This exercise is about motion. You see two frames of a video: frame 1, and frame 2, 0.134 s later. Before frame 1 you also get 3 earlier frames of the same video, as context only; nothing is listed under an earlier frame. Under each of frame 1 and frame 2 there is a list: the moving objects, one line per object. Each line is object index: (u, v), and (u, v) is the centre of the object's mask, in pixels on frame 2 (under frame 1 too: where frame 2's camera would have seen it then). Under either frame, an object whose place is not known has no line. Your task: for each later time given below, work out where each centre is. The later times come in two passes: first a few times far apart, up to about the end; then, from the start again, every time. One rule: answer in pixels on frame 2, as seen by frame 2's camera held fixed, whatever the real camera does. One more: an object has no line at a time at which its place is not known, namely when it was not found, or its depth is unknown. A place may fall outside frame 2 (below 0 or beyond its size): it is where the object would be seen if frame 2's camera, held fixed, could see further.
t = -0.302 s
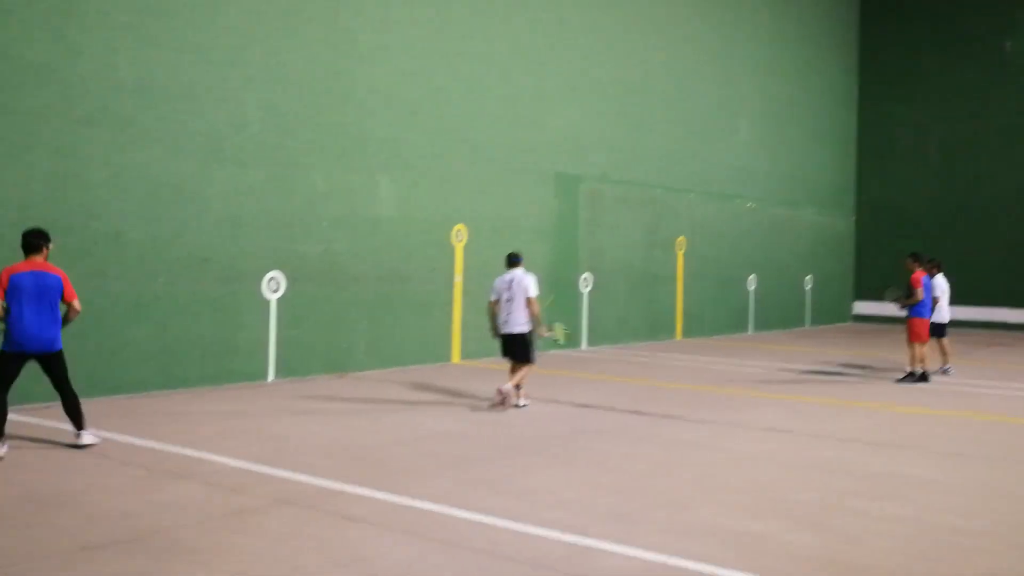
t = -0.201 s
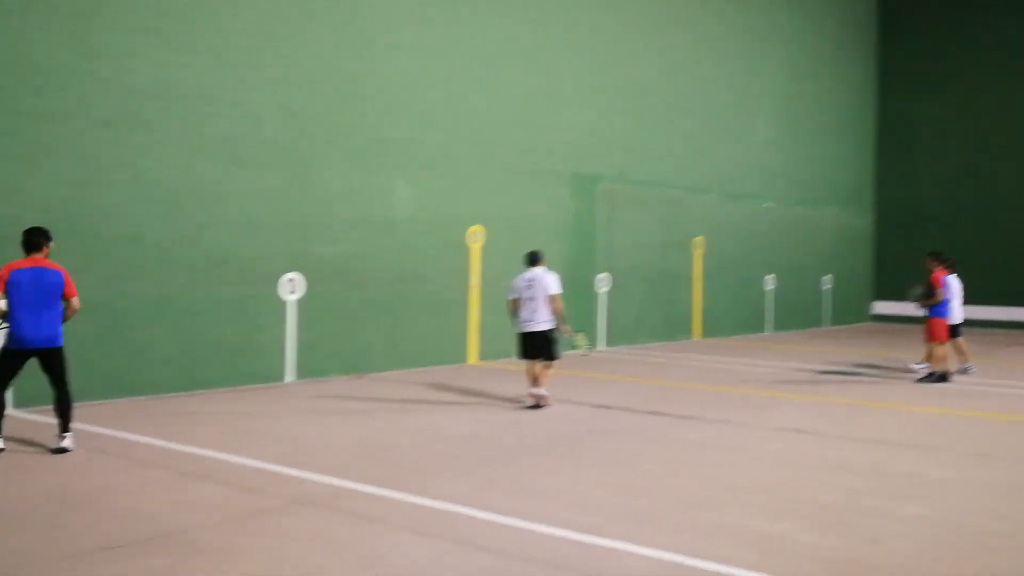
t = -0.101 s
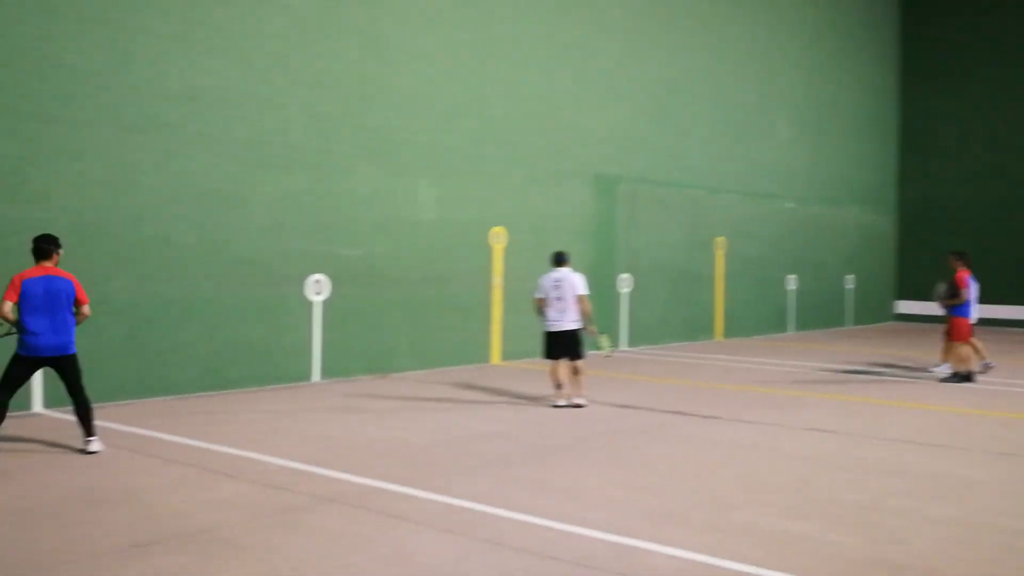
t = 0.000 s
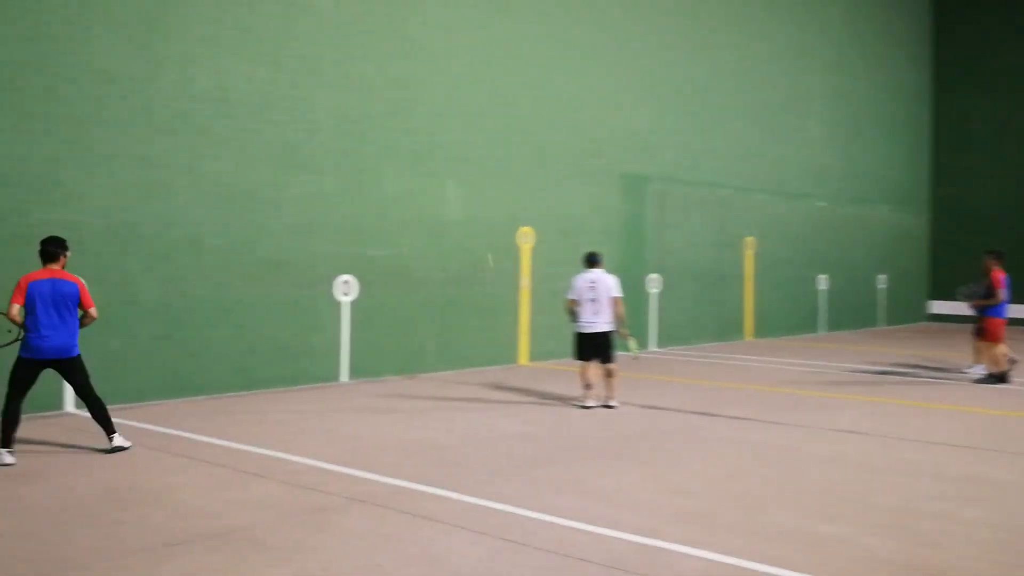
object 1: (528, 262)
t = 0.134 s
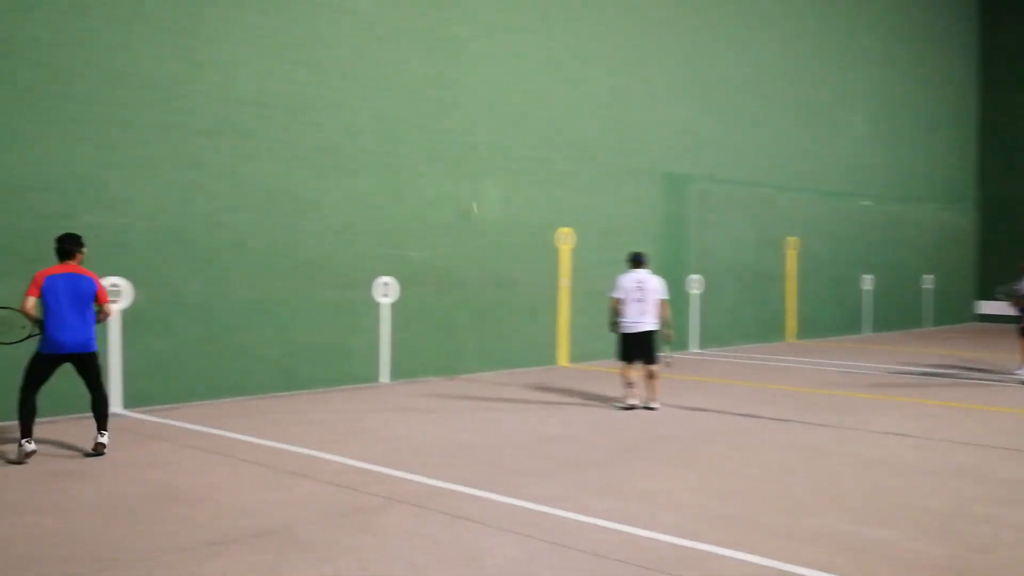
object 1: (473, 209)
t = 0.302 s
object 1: (397, 156)
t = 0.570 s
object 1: (278, 116)
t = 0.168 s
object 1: (459, 198)
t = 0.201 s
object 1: (443, 186)
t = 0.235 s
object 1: (428, 174)
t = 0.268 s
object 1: (412, 165)
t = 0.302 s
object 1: (397, 156)
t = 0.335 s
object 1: (381, 148)
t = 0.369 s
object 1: (365, 140)
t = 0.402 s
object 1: (350, 133)
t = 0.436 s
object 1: (337, 128)
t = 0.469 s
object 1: (322, 124)
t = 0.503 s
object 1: (308, 121)
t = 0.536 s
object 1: (293, 118)
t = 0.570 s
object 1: (278, 116)
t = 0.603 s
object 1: (262, 115)
